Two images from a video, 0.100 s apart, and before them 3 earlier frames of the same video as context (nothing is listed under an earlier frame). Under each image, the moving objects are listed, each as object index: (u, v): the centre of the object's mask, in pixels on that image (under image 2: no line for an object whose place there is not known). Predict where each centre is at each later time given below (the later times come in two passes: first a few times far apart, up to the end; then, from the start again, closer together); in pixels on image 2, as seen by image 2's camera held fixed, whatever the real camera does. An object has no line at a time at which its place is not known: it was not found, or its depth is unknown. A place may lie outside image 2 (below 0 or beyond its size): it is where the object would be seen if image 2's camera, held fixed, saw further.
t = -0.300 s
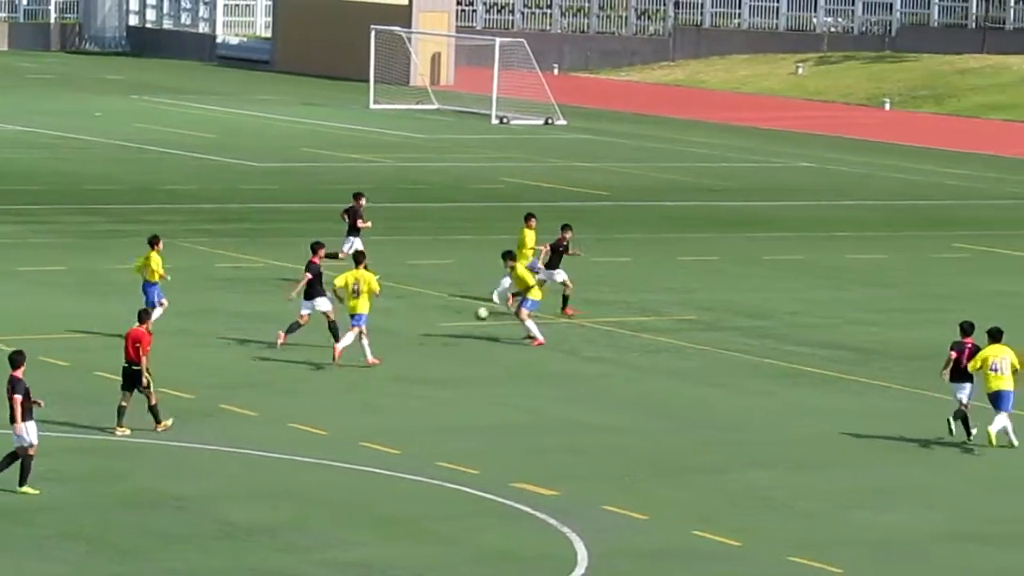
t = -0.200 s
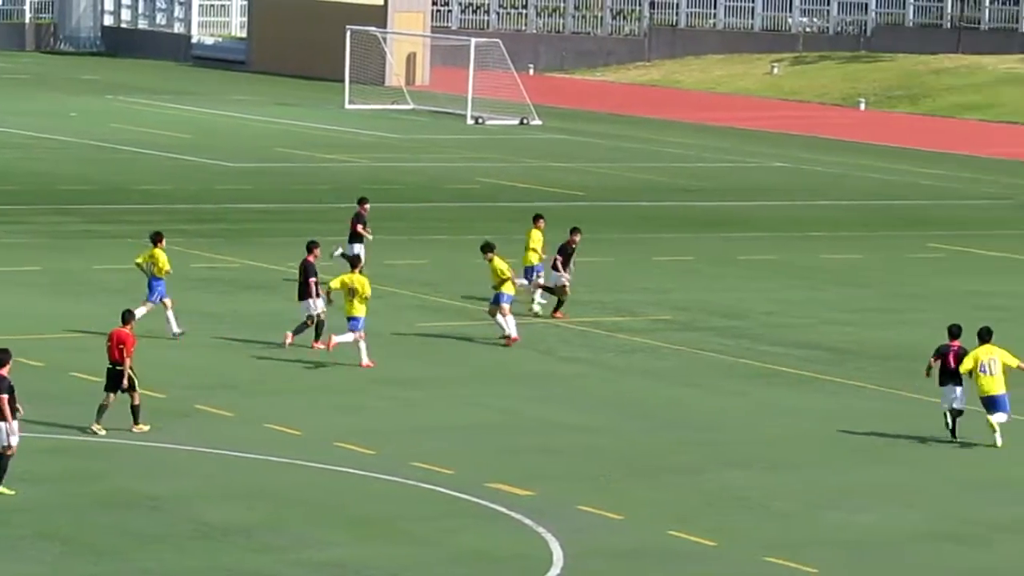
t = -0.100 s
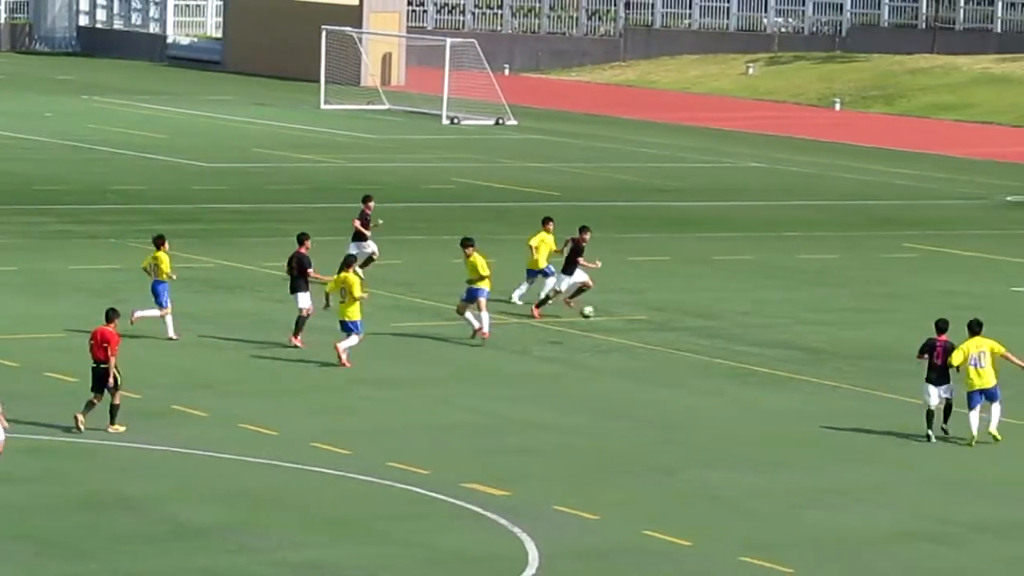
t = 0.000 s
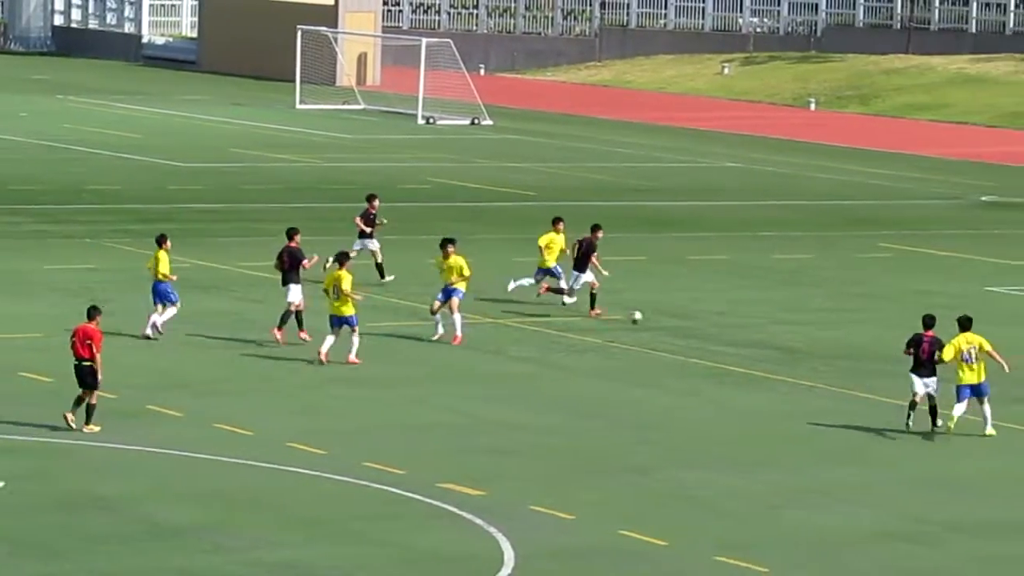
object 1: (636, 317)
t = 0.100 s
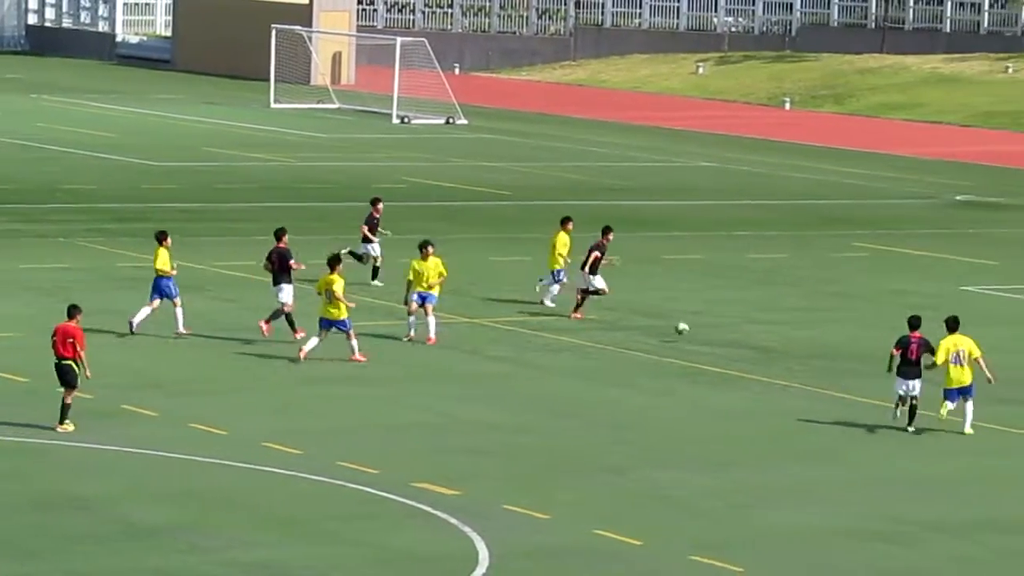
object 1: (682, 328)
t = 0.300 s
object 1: (791, 321)
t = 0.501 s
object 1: (887, 322)
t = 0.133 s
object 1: (704, 333)
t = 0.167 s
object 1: (726, 335)
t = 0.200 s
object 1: (743, 331)
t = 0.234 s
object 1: (759, 326)
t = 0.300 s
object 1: (791, 321)
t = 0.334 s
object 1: (808, 318)
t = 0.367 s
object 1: (823, 318)
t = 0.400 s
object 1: (840, 318)
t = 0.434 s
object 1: (855, 318)
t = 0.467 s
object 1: (871, 320)
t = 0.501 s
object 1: (887, 322)
